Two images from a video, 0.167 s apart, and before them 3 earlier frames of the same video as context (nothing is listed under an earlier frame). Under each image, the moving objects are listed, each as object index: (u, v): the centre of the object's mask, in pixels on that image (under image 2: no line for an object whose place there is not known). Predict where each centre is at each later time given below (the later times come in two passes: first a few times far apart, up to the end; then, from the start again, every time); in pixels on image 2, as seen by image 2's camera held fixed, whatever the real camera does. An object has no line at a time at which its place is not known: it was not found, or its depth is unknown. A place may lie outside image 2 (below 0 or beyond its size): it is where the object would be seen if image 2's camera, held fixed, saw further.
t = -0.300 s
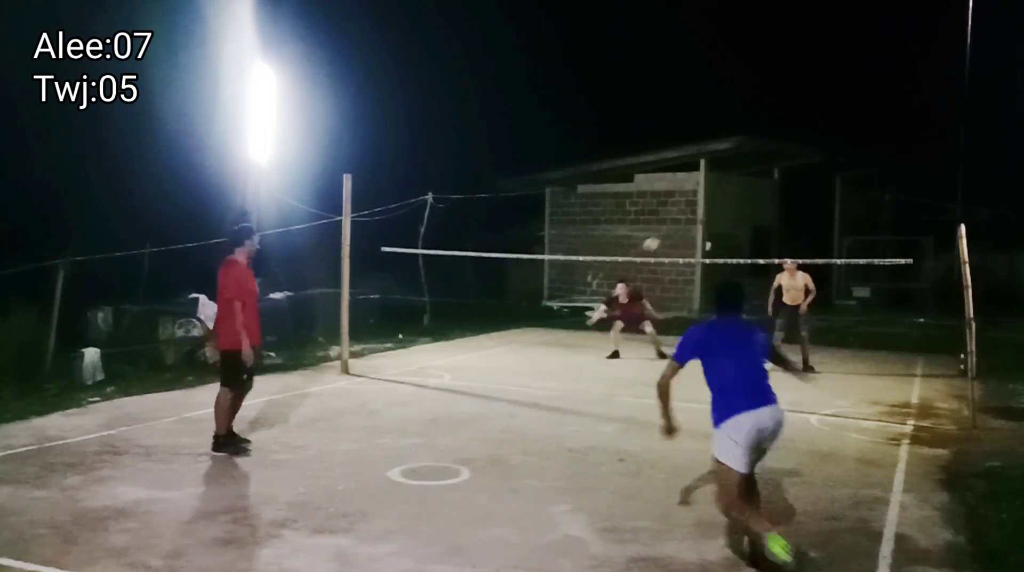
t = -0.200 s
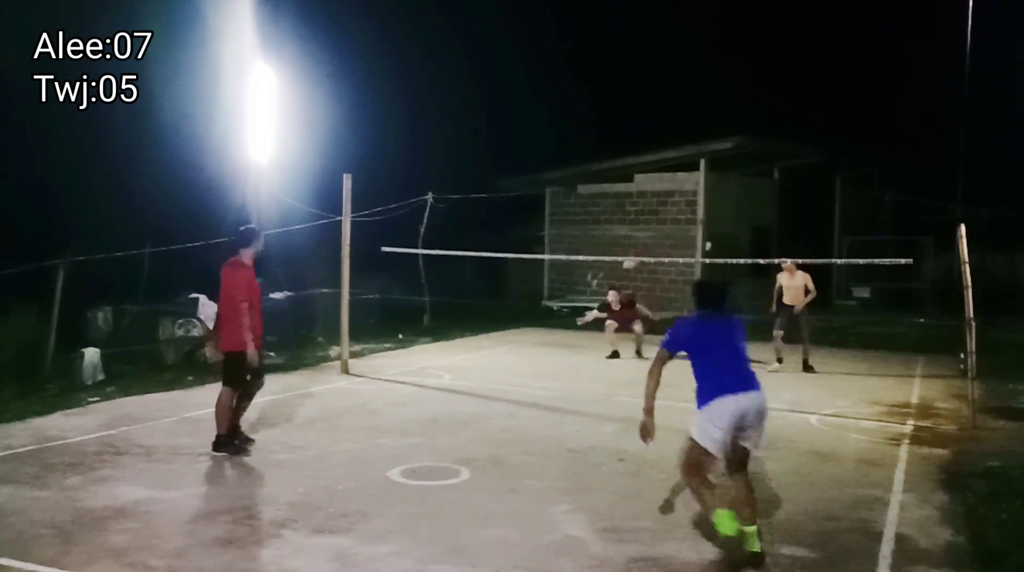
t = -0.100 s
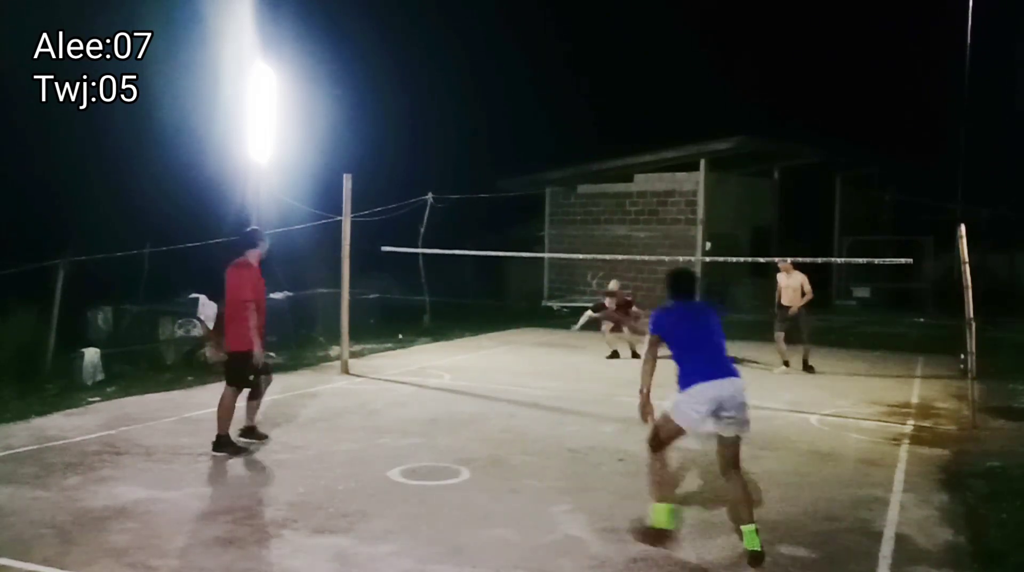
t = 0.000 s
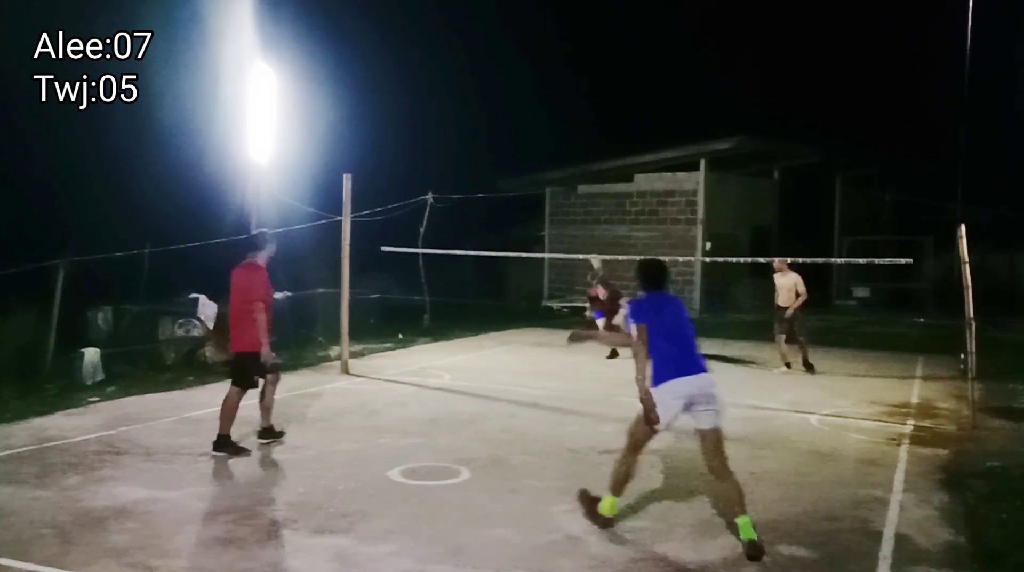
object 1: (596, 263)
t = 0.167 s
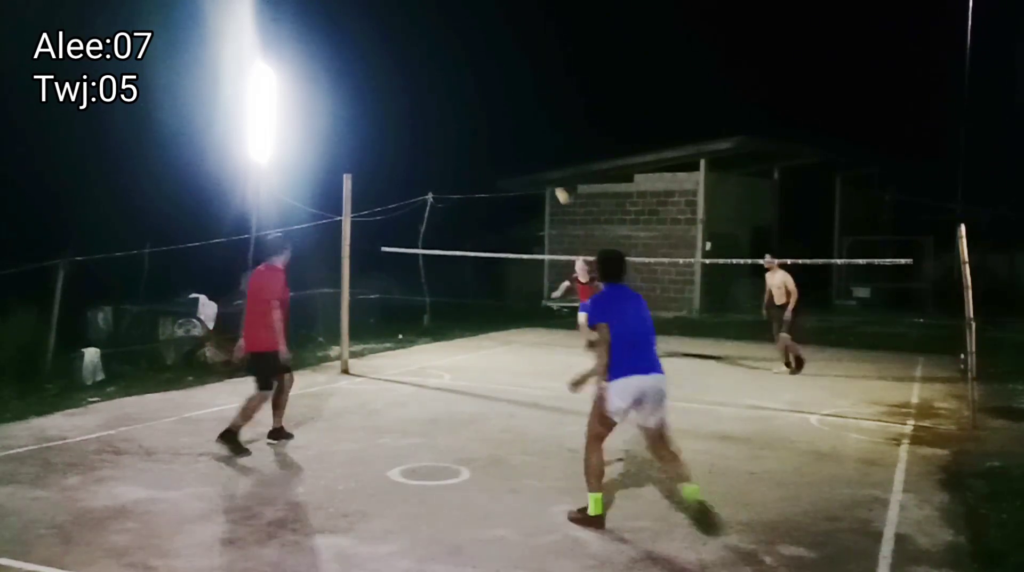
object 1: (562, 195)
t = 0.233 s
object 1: (548, 174)
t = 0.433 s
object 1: (499, 124)
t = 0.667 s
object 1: (433, 104)
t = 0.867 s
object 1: (368, 127)
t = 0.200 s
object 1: (555, 185)
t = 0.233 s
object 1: (548, 174)
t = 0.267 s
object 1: (540, 164)
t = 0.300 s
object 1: (532, 155)
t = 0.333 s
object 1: (524, 146)
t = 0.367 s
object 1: (516, 138)
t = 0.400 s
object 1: (508, 131)
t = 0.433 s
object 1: (499, 124)
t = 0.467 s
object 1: (490, 119)
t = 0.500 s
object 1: (482, 114)
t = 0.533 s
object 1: (472, 110)
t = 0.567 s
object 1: (463, 107)
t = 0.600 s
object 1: (453, 105)
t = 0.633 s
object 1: (443, 104)
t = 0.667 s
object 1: (433, 104)
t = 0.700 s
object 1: (423, 105)
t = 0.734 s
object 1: (412, 107)
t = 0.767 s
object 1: (401, 111)
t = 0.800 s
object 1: (390, 115)
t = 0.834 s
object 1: (379, 121)
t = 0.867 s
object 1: (368, 127)
